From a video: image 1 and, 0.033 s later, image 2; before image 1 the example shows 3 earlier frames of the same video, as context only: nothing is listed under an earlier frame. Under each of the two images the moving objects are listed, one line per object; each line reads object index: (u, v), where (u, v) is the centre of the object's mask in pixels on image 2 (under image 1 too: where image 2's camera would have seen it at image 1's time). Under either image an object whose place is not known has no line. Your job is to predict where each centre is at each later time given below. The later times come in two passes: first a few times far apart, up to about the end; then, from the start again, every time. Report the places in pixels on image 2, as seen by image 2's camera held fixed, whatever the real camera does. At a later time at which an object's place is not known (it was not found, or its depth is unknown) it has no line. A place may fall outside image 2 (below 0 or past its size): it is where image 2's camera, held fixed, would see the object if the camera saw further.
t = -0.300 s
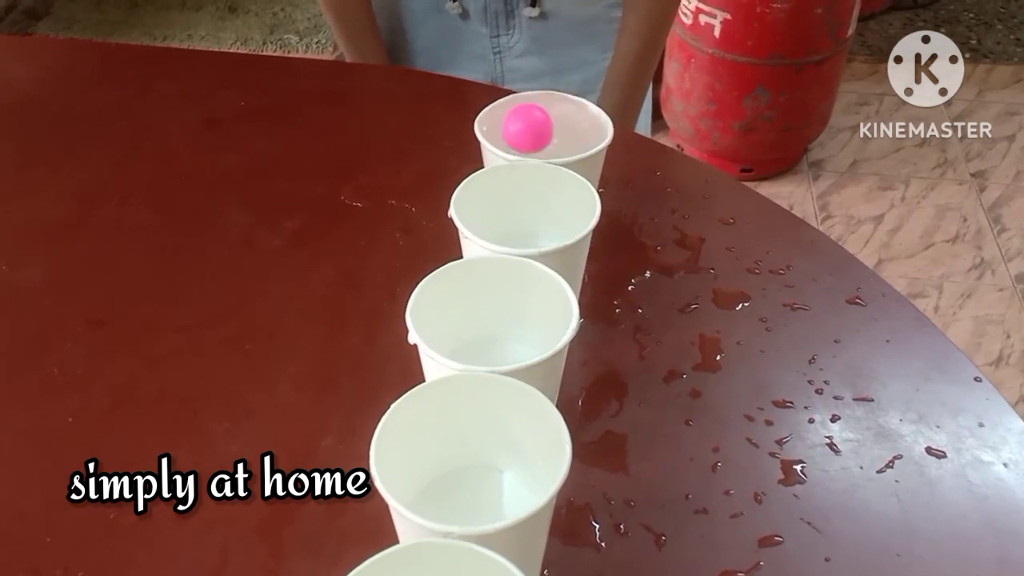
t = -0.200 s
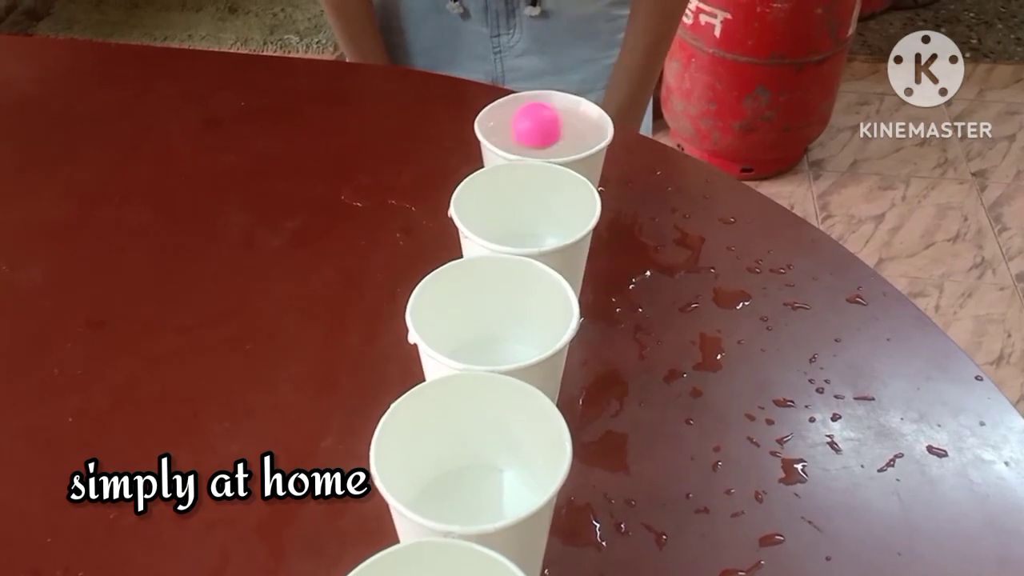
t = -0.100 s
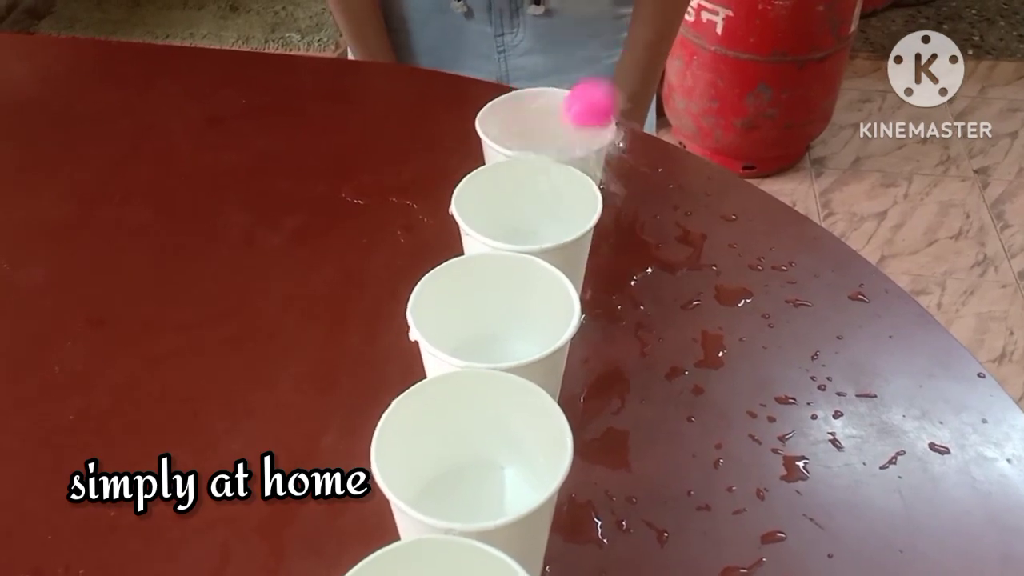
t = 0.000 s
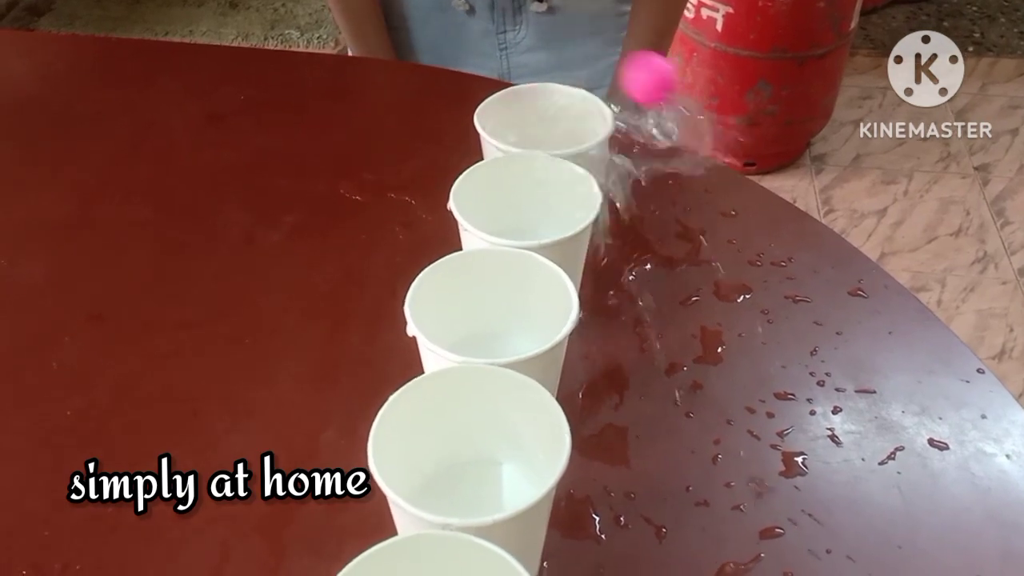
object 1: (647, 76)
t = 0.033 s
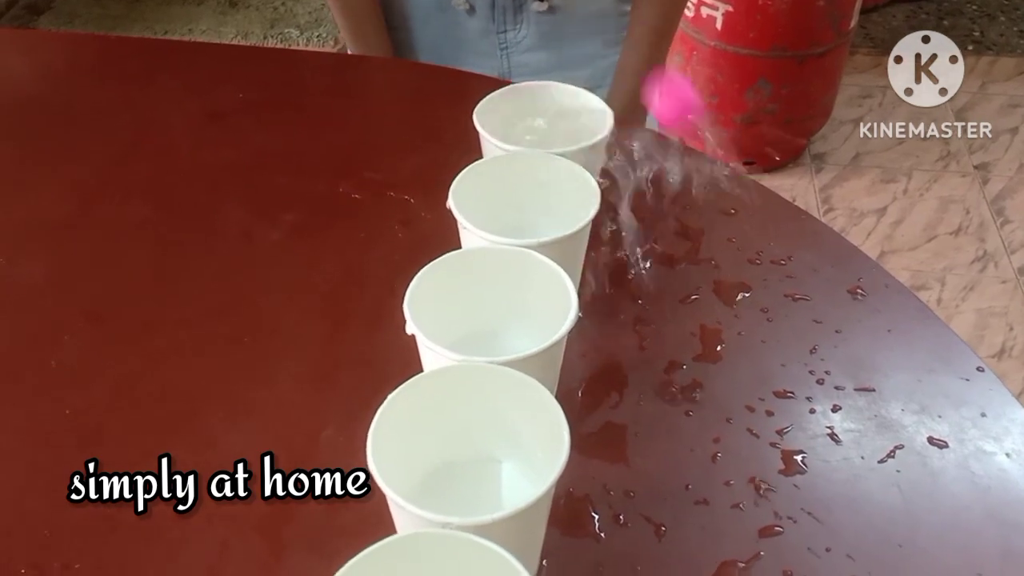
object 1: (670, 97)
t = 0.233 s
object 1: (758, 159)
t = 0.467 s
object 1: (834, 217)
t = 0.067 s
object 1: (695, 146)
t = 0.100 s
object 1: (714, 188)
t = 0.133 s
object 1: (730, 162)
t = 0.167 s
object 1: (742, 147)
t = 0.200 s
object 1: (752, 147)
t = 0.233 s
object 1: (758, 159)
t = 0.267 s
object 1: (764, 182)
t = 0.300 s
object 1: (780, 157)
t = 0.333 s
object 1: (791, 150)
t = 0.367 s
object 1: (799, 153)
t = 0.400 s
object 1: (805, 172)
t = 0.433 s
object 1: (816, 194)
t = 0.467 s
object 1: (834, 217)
